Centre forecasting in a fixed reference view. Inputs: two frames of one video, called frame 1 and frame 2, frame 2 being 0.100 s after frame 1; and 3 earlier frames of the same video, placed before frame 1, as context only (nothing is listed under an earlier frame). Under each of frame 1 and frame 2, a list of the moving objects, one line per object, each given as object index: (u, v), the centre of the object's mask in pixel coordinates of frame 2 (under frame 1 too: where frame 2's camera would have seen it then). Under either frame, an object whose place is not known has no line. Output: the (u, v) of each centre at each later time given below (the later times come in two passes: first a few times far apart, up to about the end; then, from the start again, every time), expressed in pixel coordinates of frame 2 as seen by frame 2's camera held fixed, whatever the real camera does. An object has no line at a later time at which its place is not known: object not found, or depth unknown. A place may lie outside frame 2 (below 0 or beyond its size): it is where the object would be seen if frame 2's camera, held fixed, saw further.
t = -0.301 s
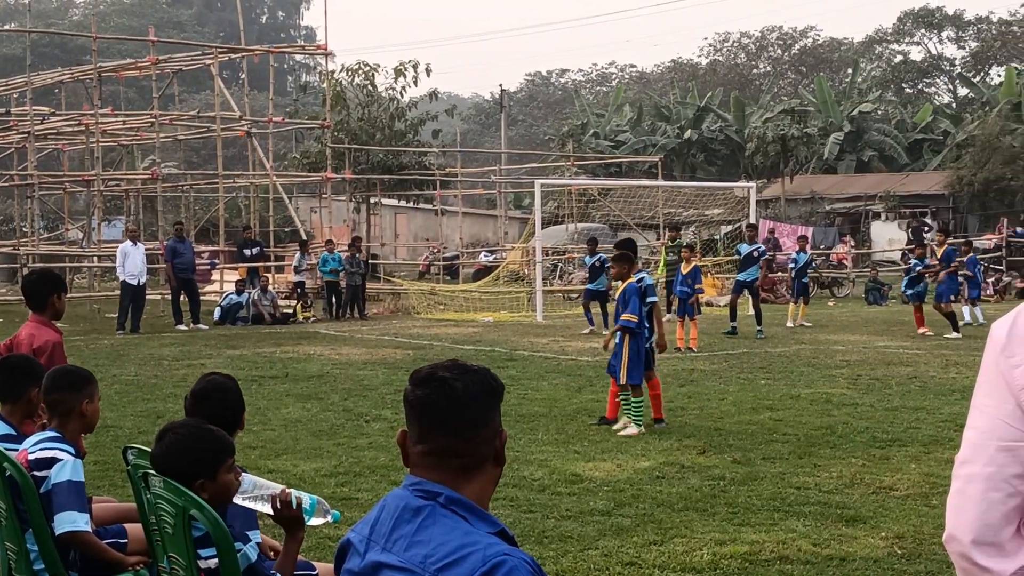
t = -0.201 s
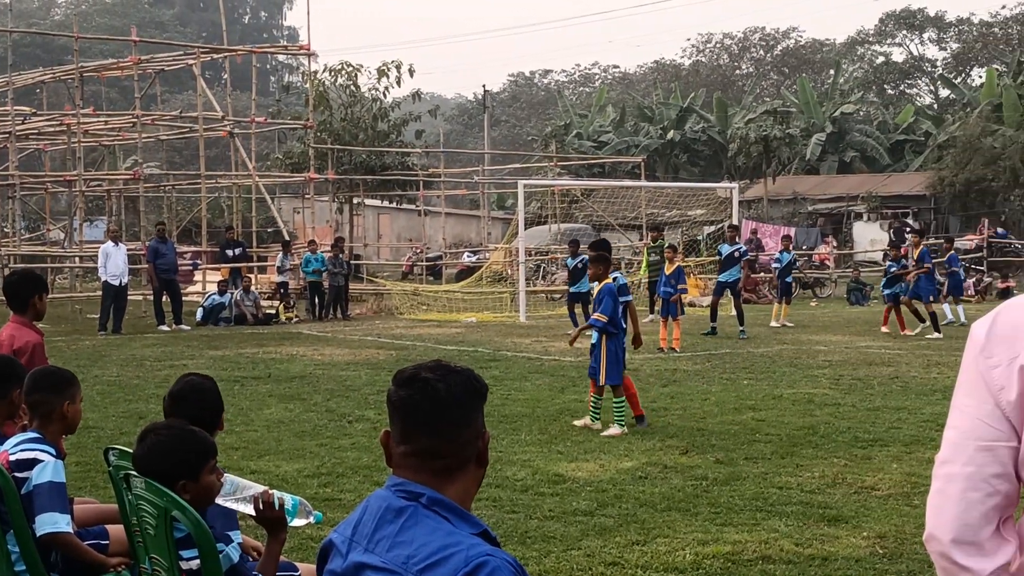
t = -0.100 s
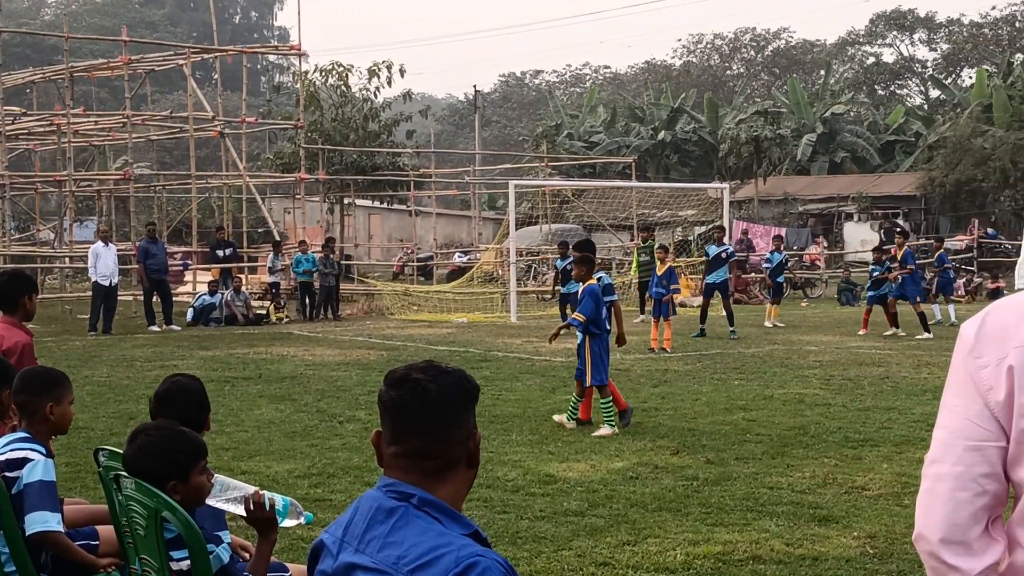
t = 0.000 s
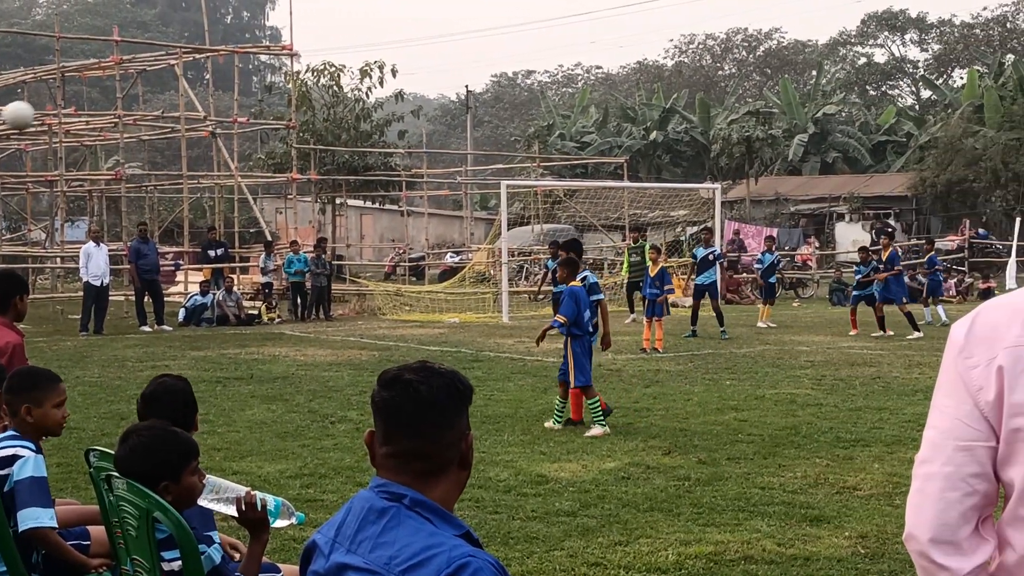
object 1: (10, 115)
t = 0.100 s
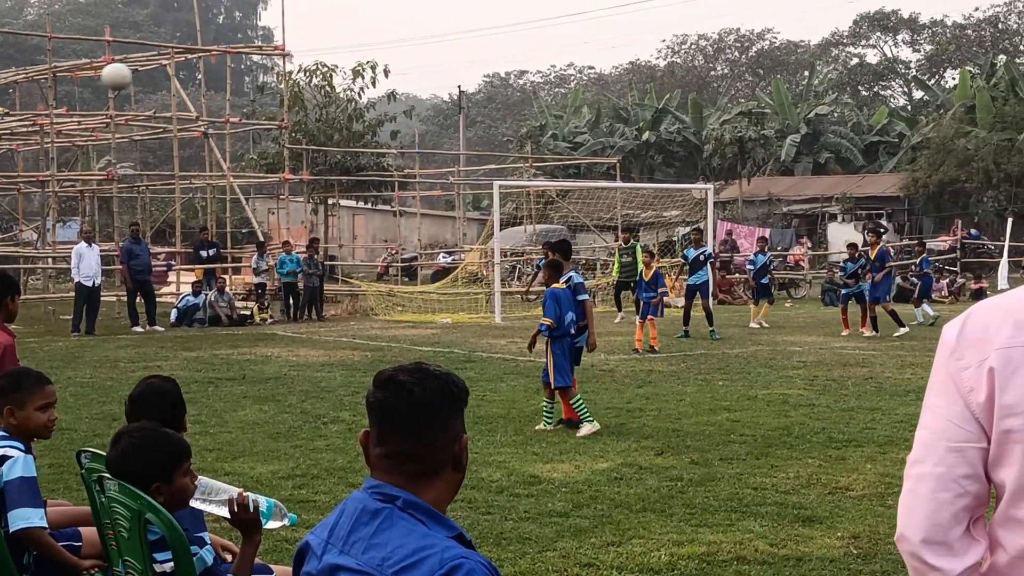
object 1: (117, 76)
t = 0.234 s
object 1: (237, 49)
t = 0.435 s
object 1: (383, 50)
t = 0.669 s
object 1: (513, 91)
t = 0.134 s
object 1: (149, 67)
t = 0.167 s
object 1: (179, 60)
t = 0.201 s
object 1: (209, 54)
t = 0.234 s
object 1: (237, 49)
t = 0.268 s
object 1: (264, 46)
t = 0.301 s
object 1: (290, 46)
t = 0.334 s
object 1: (316, 45)
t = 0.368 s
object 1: (339, 46)
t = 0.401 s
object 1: (361, 48)
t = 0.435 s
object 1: (383, 50)
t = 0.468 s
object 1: (404, 54)
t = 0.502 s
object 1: (424, 59)
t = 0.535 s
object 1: (443, 64)
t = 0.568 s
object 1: (461, 70)
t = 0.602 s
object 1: (479, 77)
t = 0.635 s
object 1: (496, 83)
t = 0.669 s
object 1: (513, 91)
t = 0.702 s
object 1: (529, 100)
